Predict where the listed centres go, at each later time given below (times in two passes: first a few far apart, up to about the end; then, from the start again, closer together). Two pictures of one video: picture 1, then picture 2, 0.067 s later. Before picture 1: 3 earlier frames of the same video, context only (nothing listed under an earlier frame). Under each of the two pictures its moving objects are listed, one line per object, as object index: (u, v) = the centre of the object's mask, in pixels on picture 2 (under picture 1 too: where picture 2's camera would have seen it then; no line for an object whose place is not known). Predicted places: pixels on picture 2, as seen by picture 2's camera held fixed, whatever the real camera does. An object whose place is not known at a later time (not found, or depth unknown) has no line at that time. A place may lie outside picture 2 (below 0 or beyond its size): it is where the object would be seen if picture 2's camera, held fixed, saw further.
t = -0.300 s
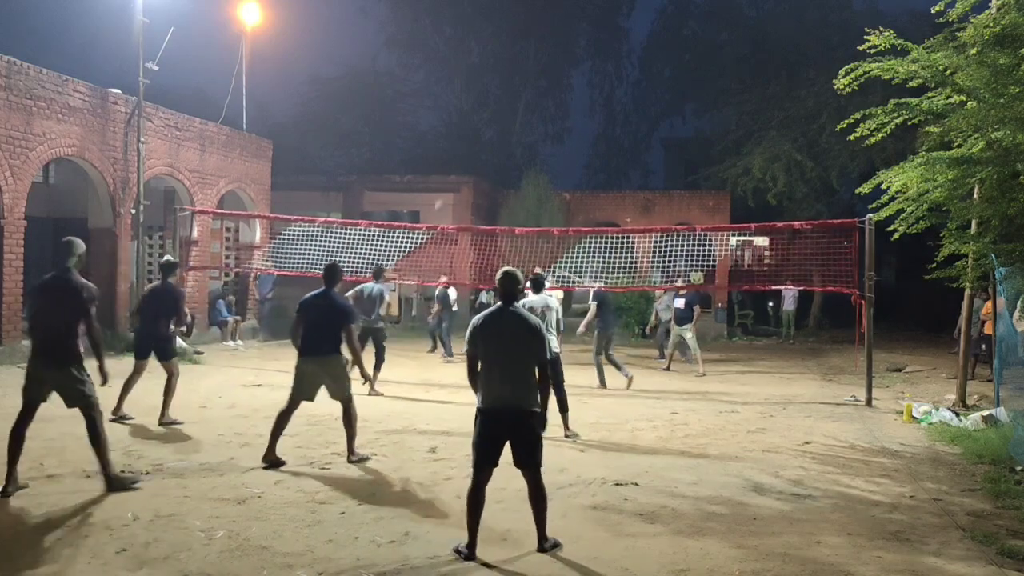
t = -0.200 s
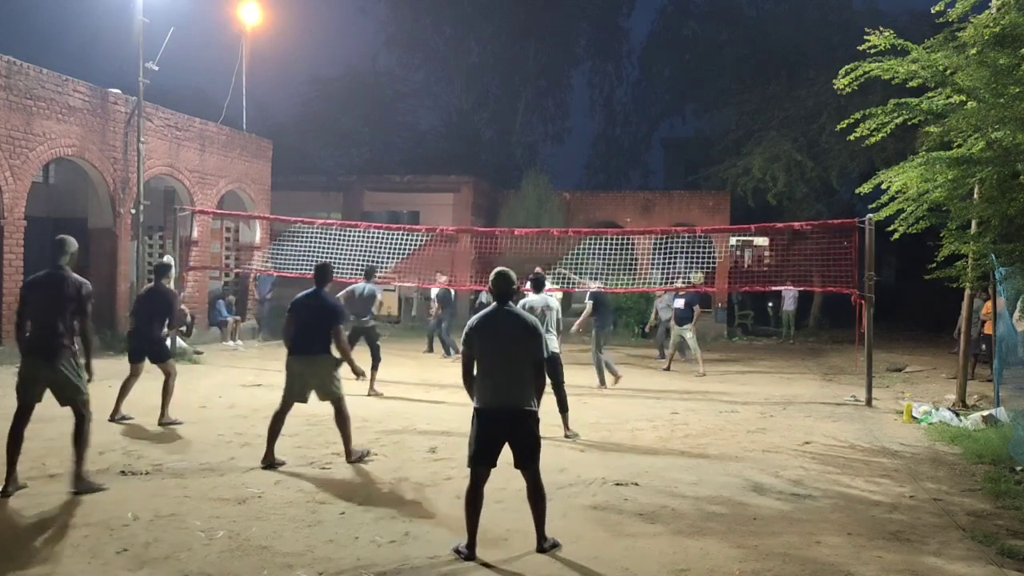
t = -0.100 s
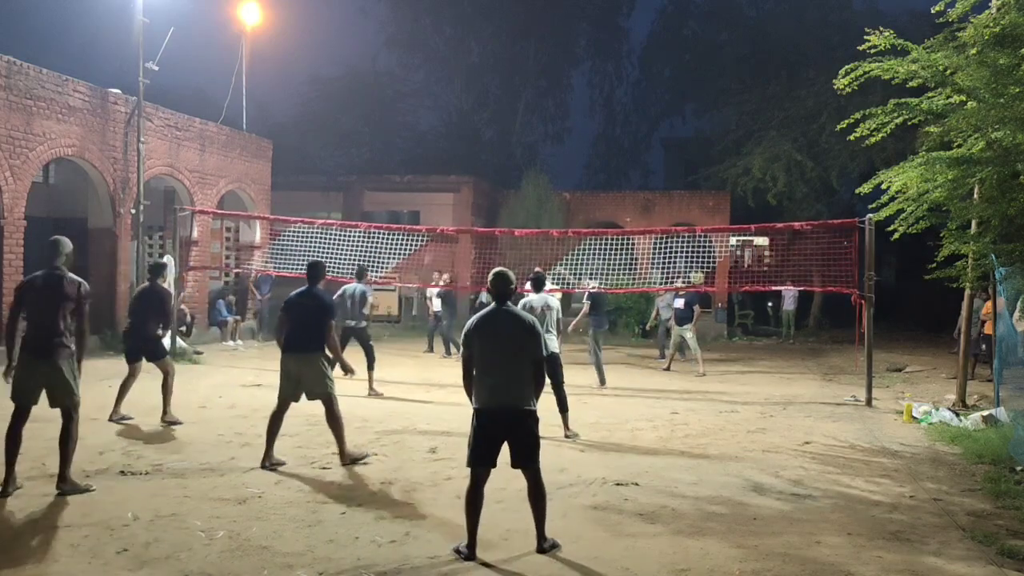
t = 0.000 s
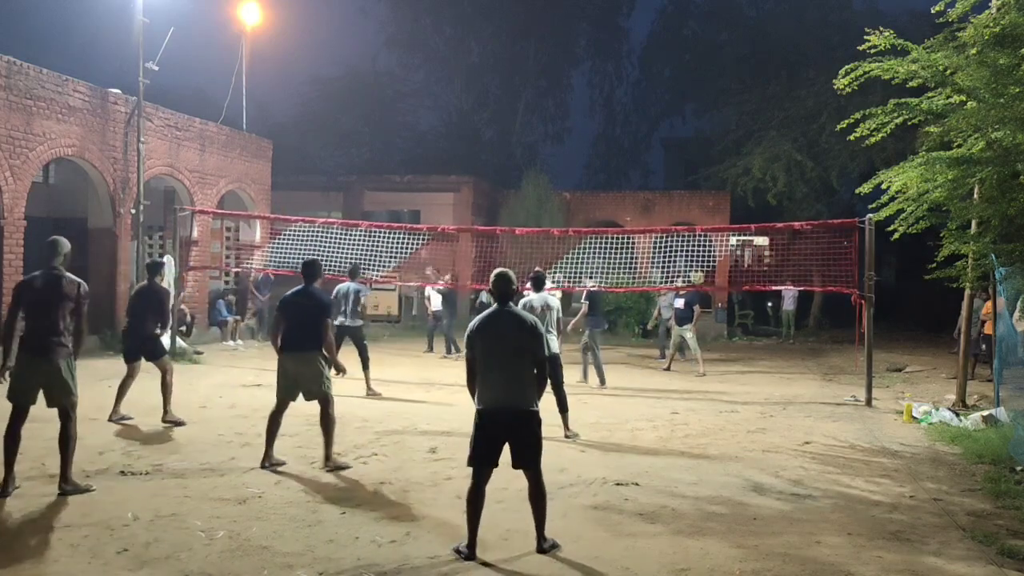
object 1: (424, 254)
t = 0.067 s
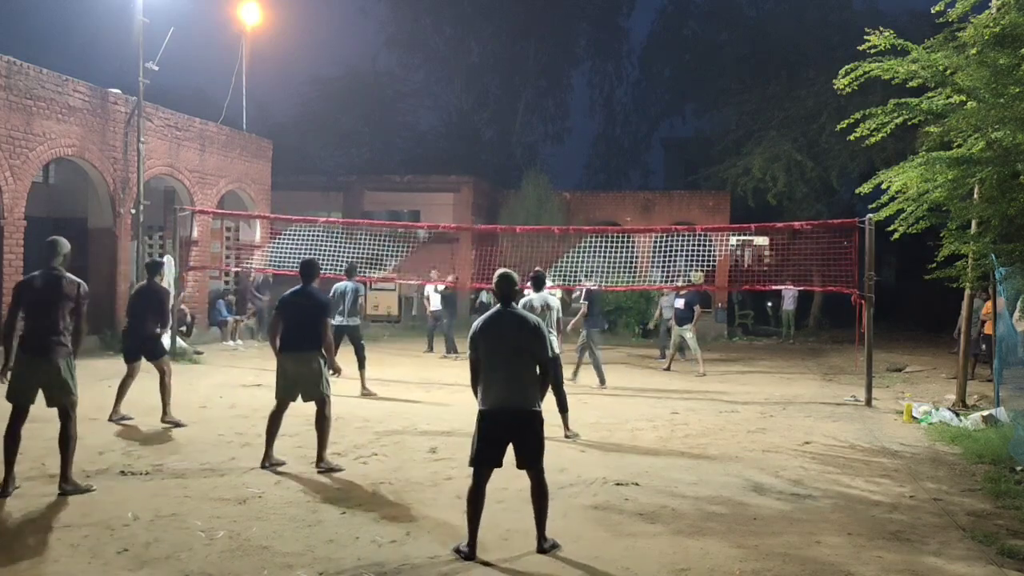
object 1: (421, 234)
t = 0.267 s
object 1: (416, 174)
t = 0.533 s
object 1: (406, 120)
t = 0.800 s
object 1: (392, 109)
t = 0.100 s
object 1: (420, 219)
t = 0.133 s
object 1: (419, 211)
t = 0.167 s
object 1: (418, 201)
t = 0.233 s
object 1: (417, 183)
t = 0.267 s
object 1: (416, 174)
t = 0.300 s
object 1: (415, 167)
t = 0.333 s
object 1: (414, 158)
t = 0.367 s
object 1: (412, 151)
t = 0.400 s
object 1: (411, 144)
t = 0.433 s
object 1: (409, 136)
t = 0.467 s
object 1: (408, 130)
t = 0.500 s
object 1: (407, 125)
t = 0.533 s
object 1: (406, 120)
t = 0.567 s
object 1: (404, 117)
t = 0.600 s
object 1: (403, 113)
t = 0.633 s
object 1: (401, 110)
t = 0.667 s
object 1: (399, 108)
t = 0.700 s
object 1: (398, 106)
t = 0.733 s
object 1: (396, 106)
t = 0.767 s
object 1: (394, 106)
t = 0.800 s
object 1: (392, 109)
